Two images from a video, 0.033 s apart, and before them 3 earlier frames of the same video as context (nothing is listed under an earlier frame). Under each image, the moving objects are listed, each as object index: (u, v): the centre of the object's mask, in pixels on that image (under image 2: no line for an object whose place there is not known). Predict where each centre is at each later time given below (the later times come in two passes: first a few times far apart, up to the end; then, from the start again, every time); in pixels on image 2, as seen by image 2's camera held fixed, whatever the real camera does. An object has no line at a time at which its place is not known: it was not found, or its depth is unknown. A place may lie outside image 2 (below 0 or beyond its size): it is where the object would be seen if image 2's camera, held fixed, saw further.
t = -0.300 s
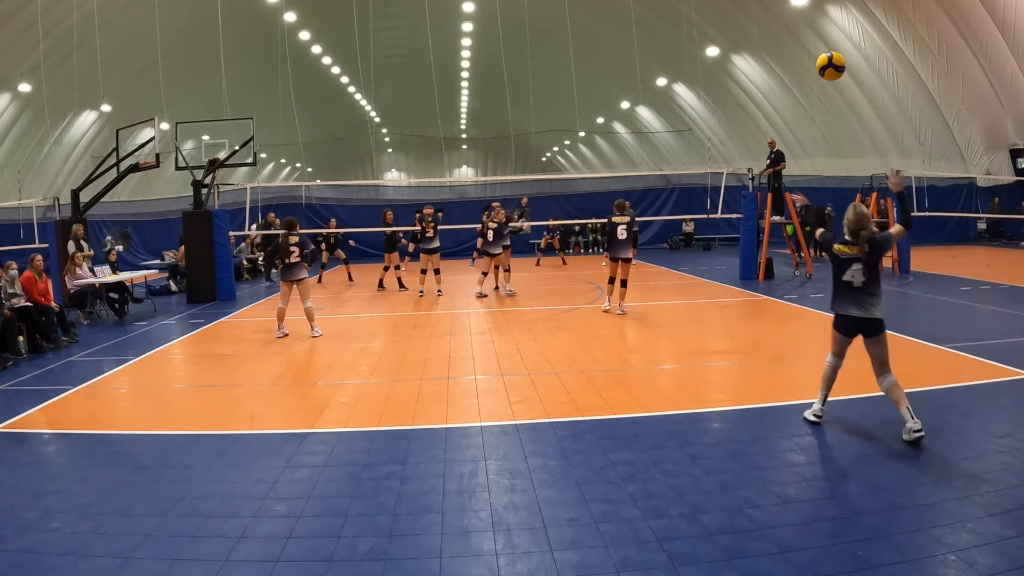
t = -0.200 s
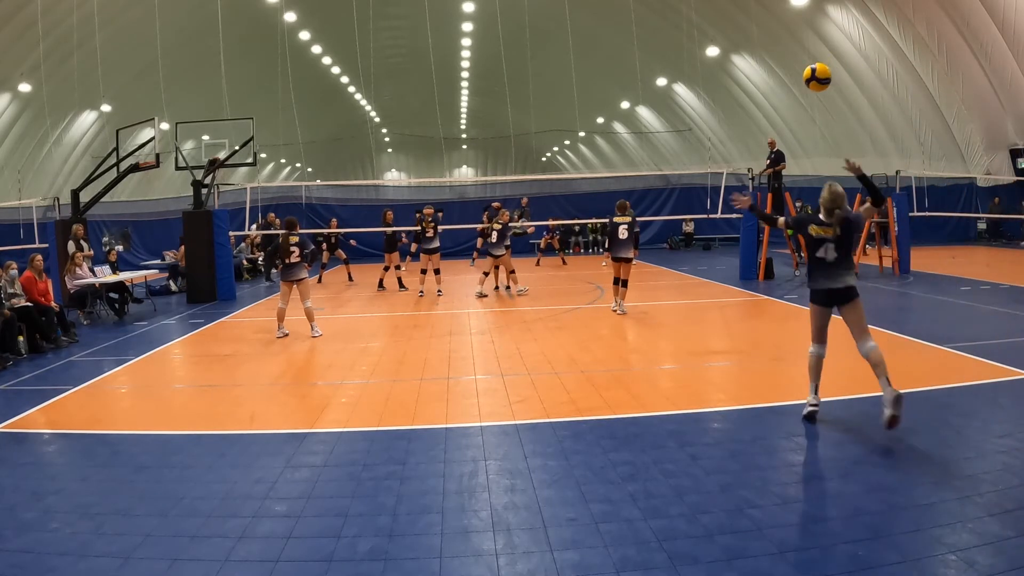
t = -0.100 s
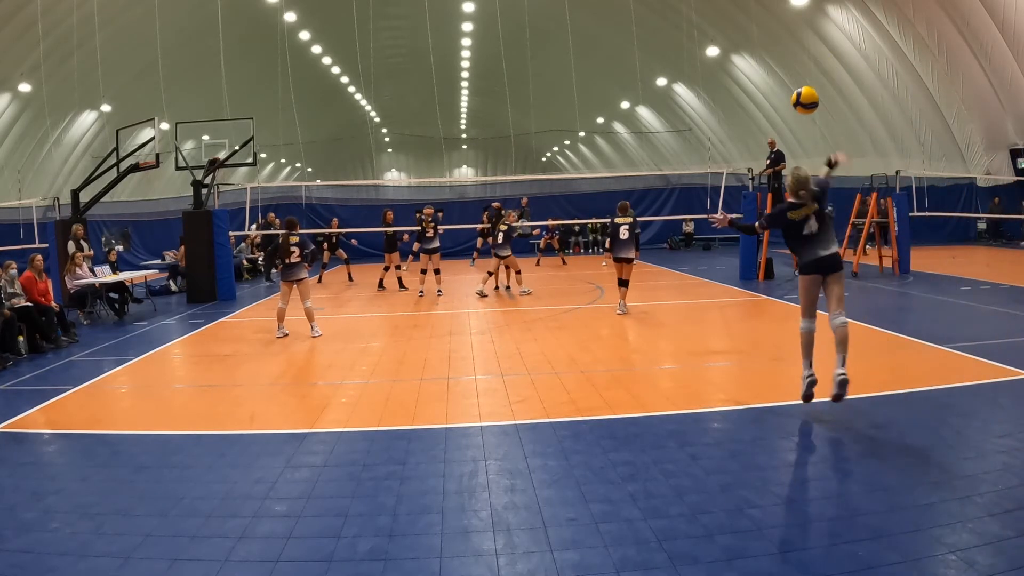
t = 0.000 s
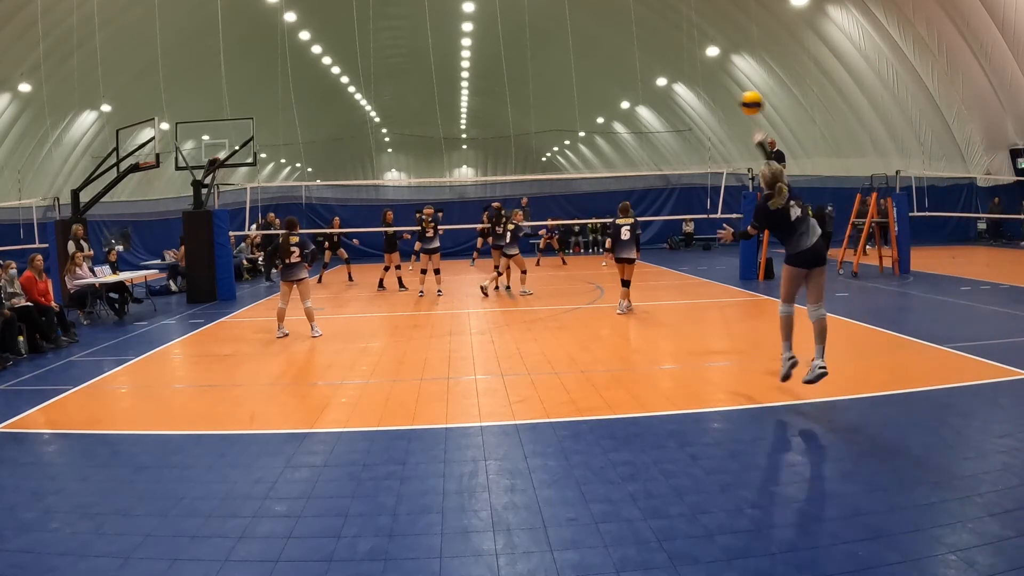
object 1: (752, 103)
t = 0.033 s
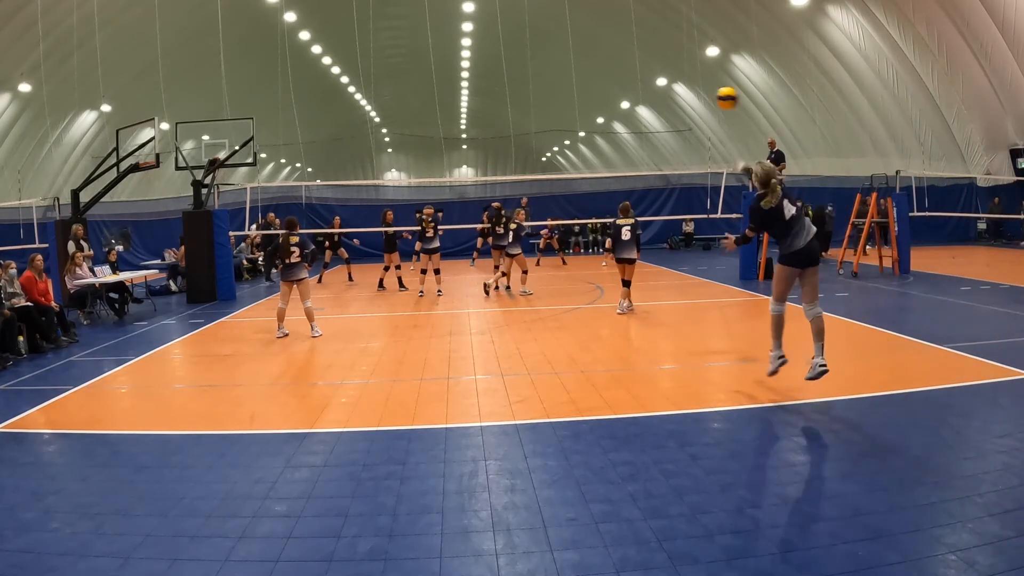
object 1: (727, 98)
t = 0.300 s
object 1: (609, 100)
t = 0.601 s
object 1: (556, 140)
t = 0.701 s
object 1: (546, 157)
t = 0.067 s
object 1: (705, 95)
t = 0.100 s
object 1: (687, 93)
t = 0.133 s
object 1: (670, 92)
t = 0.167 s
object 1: (656, 93)
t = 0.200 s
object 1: (642, 94)
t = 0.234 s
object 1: (630, 95)
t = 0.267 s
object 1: (619, 97)
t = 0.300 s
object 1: (609, 100)
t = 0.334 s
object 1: (601, 103)
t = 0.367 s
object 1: (593, 107)
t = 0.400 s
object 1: (586, 111)
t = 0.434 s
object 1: (580, 115)
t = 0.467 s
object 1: (574, 120)
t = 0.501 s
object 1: (569, 125)
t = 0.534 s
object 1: (564, 130)
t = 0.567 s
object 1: (560, 135)
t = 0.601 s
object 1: (556, 140)
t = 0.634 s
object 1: (552, 146)
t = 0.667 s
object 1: (549, 152)
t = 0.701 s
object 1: (546, 157)
